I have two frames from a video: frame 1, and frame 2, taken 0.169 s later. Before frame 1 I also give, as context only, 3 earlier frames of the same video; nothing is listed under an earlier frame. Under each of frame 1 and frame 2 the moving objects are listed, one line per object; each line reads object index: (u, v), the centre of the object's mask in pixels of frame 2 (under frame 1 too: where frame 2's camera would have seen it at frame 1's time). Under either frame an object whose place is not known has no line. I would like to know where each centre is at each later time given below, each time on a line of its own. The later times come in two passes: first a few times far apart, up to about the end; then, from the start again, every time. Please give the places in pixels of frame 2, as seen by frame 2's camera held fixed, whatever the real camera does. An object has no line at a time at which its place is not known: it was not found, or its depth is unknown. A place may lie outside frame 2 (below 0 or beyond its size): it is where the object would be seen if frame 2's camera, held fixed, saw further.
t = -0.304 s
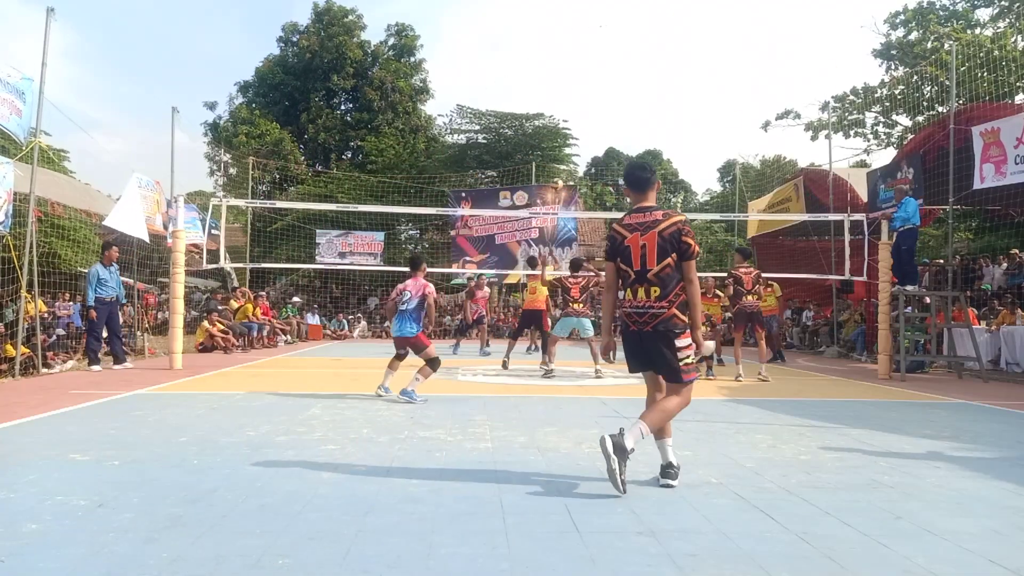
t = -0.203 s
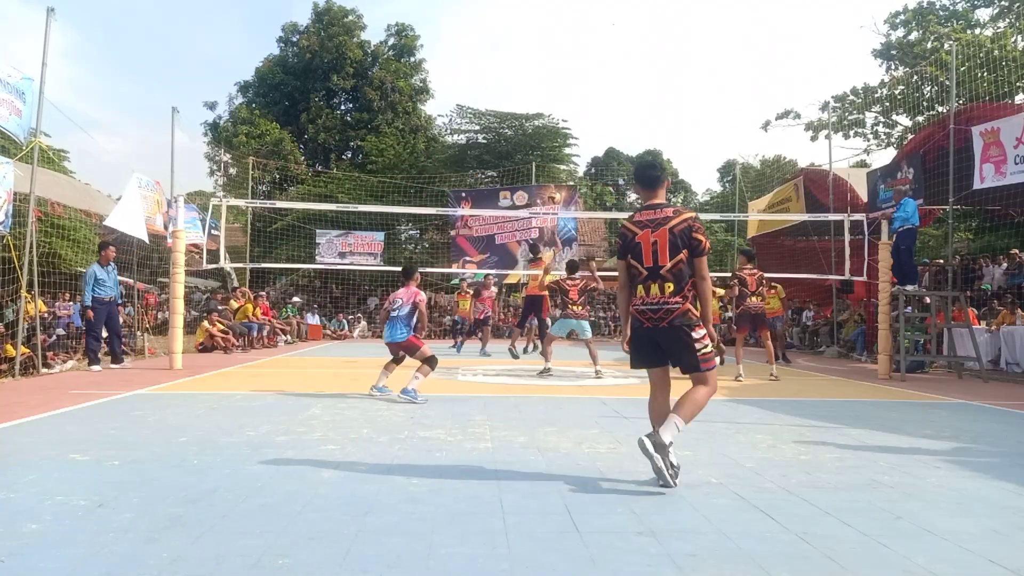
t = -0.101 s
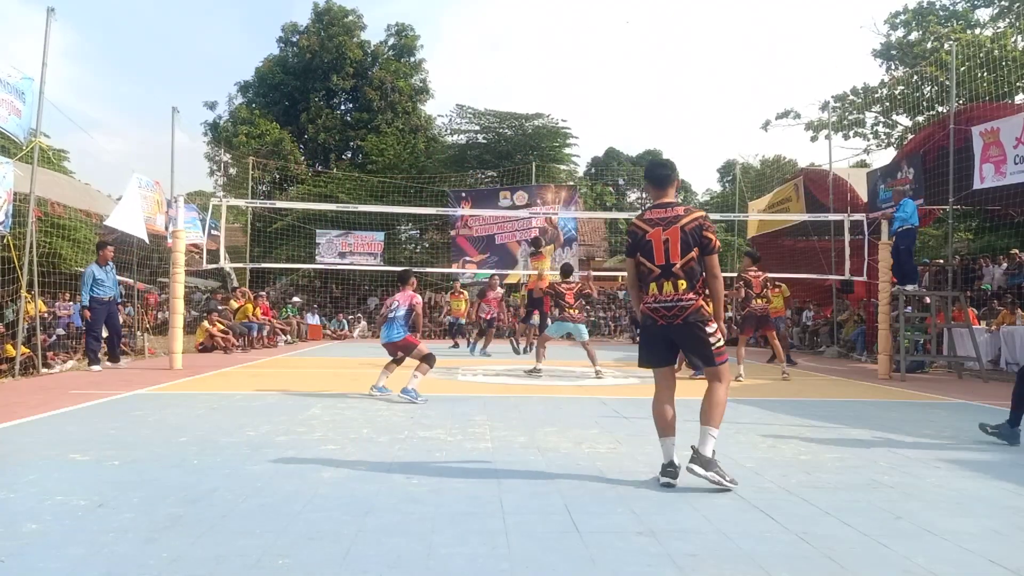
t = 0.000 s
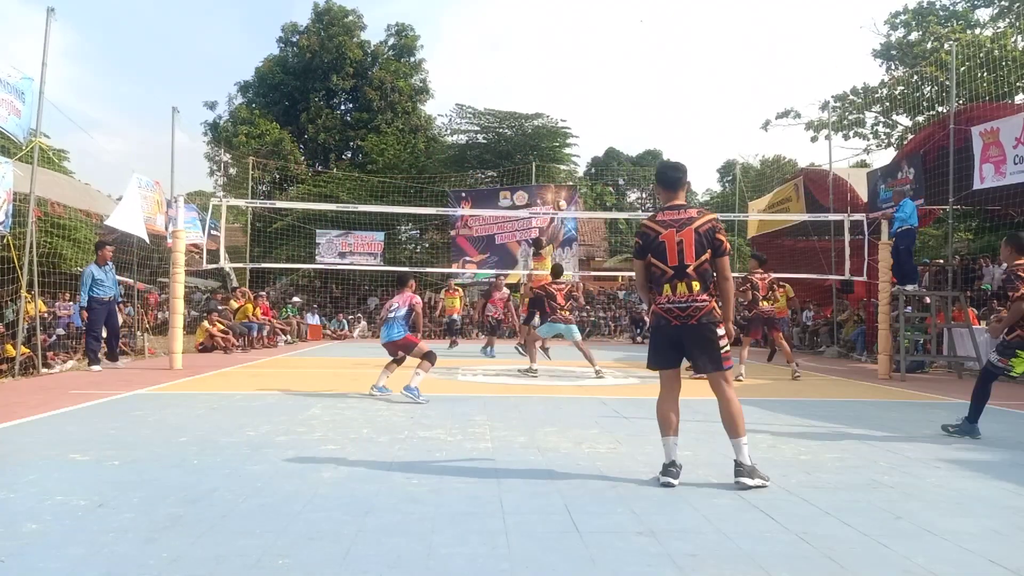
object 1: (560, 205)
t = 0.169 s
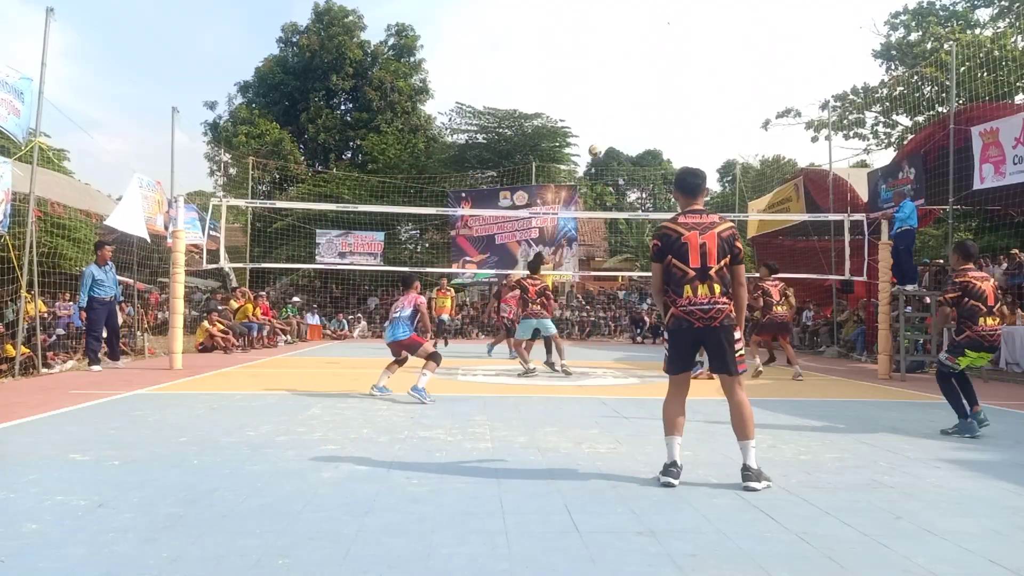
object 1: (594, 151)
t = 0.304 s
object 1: (622, 121)
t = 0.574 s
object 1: (676, 95)
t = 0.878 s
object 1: (735, 120)
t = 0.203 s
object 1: (602, 142)
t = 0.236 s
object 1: (609, 135)
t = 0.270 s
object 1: (616, 127)
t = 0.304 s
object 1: (622, 121)
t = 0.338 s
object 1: (629, 115)
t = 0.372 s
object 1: (636, 110)
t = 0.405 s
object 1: (643, 106)
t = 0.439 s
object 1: (650, 102)
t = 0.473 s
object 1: (656, 99)
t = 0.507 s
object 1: (663, 97)
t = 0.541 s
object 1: (670, 95)
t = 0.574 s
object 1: (676, 95)
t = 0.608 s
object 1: (683, 95)
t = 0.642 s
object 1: (689, 96)
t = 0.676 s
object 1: (696, 97)
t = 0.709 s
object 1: (703, 99)
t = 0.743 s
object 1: (709, 102)
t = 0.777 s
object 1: (716, 105)
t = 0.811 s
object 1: (722, 109)
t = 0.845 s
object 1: (728, 114)
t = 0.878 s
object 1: (735, 120)
